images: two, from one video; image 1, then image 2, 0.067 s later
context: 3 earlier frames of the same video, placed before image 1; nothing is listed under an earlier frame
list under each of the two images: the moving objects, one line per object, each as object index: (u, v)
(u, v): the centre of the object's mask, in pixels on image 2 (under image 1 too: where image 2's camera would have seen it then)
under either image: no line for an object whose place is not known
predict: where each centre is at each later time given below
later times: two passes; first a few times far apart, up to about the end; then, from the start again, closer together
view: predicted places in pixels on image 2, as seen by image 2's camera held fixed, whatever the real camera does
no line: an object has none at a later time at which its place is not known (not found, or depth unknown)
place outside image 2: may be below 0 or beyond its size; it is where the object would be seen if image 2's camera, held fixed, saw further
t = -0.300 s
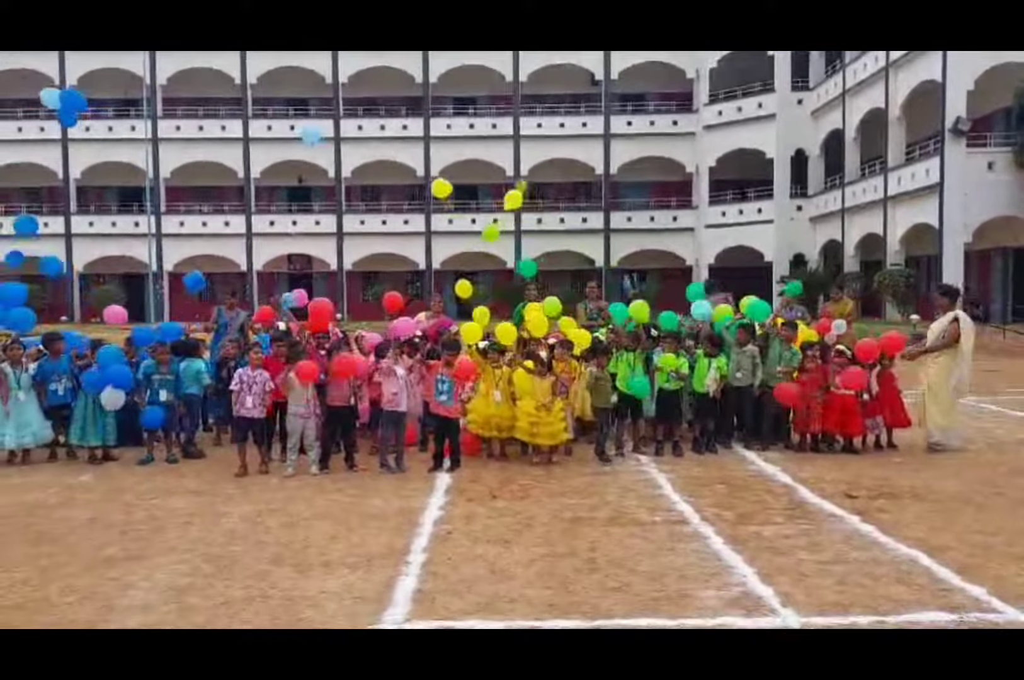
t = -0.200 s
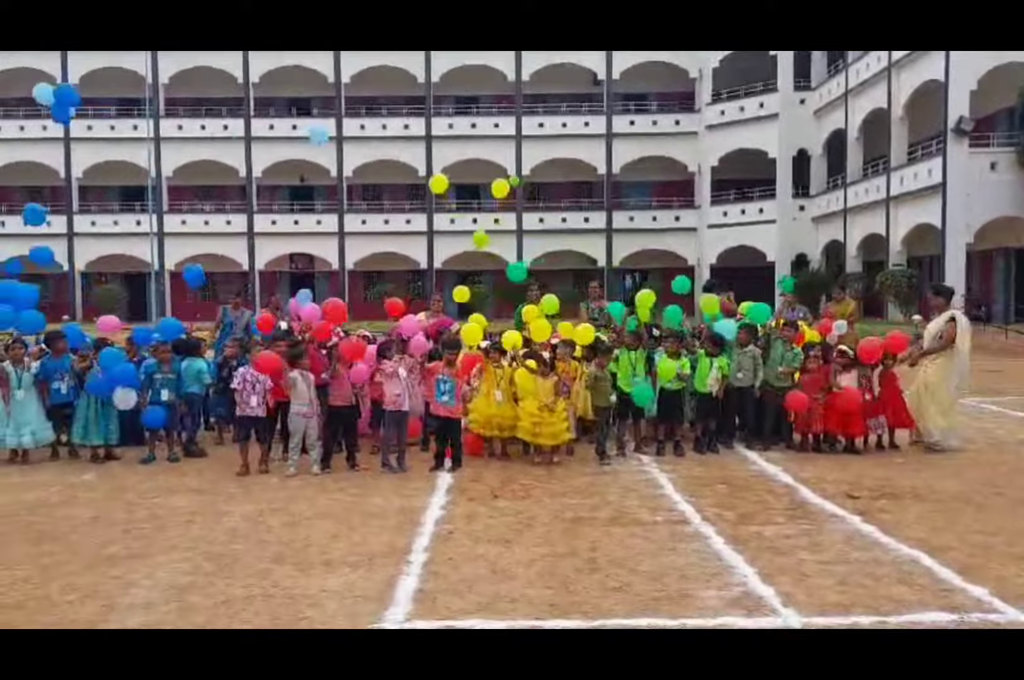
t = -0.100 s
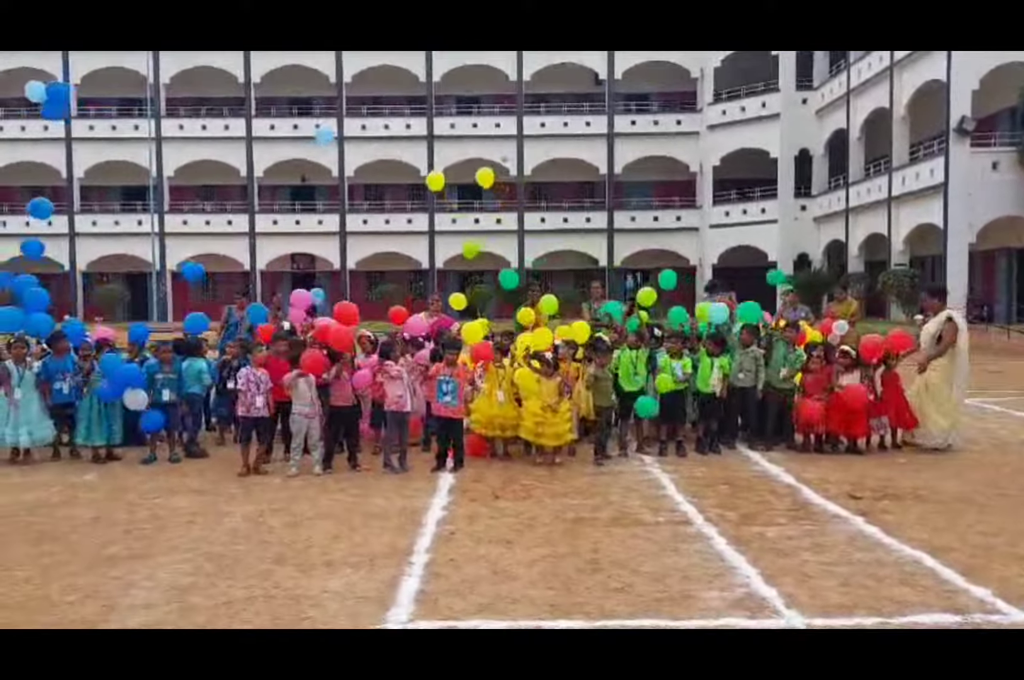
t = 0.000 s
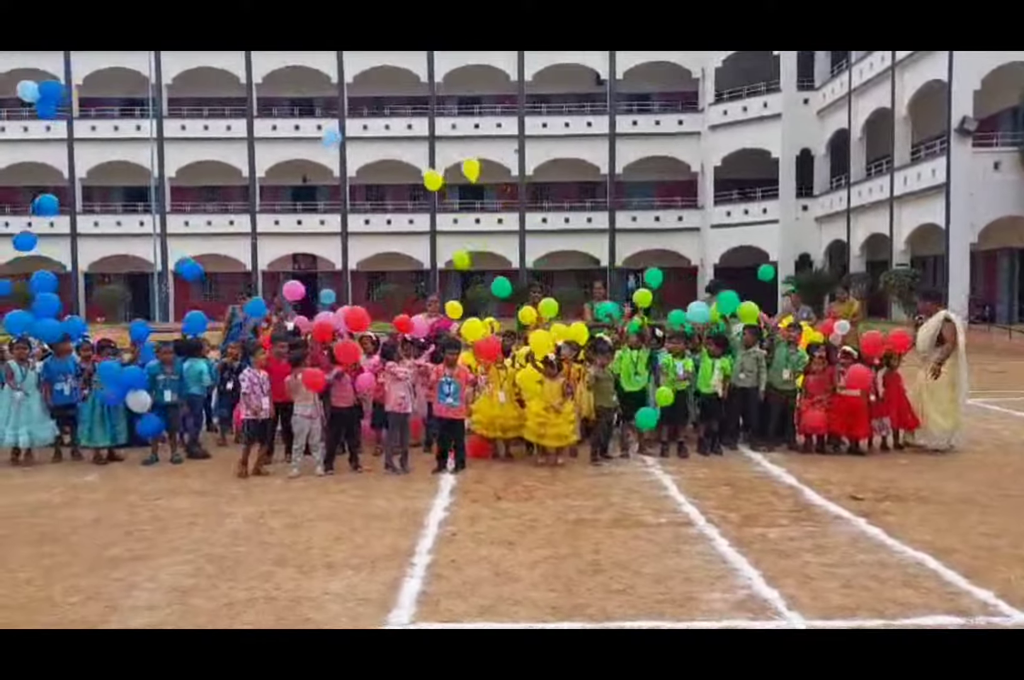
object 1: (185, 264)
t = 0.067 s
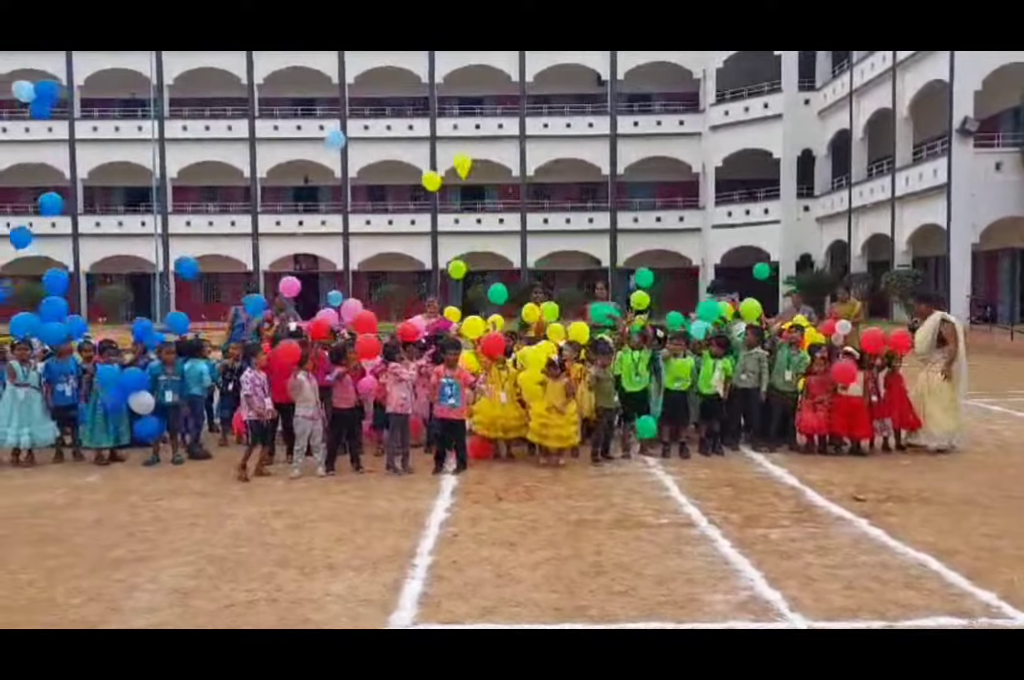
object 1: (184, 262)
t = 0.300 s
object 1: (178, 263)
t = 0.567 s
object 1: (172, 271)
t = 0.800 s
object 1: (170, 285)
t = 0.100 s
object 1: (182, 262)
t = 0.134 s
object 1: (182, 262)
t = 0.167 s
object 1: (181, 262)
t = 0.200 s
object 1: (180, 262)
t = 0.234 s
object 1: (179, 262)
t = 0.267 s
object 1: (179, 263)
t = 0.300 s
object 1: (178, 263)
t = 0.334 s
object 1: (178, 263)
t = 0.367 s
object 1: (177, 264)
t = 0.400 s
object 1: (176, 266)
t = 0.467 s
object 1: (176, 267)
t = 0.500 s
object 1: (176, 267)
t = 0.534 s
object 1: (174, 268)
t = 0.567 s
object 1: (172, 271)
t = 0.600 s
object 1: (171, 273)
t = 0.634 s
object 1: (170, 275)
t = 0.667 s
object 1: (169, 276)
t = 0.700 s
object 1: (169, 277)
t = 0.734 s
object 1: (169, 280)
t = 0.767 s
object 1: (168, 283)
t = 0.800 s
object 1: (170, 285)
